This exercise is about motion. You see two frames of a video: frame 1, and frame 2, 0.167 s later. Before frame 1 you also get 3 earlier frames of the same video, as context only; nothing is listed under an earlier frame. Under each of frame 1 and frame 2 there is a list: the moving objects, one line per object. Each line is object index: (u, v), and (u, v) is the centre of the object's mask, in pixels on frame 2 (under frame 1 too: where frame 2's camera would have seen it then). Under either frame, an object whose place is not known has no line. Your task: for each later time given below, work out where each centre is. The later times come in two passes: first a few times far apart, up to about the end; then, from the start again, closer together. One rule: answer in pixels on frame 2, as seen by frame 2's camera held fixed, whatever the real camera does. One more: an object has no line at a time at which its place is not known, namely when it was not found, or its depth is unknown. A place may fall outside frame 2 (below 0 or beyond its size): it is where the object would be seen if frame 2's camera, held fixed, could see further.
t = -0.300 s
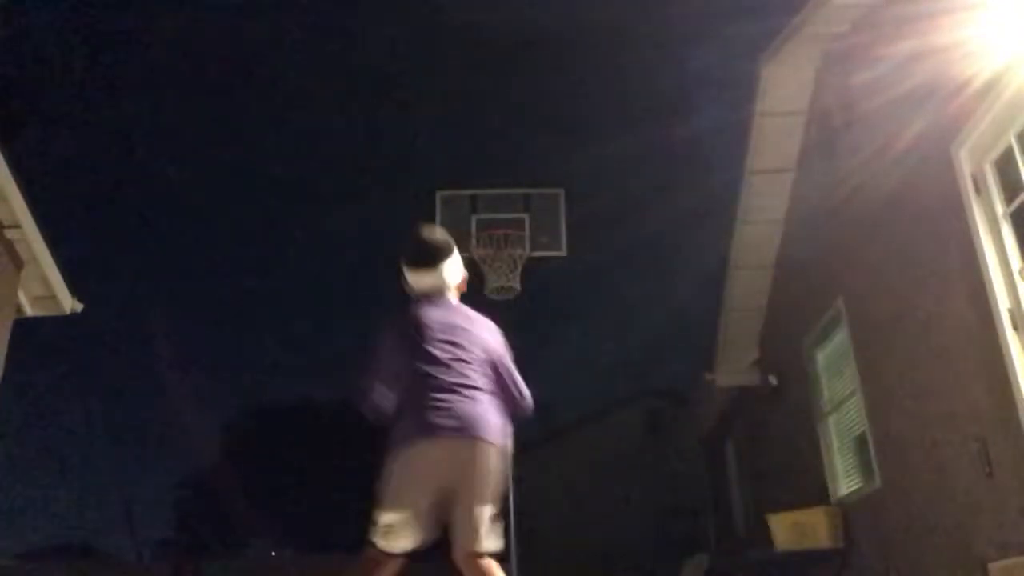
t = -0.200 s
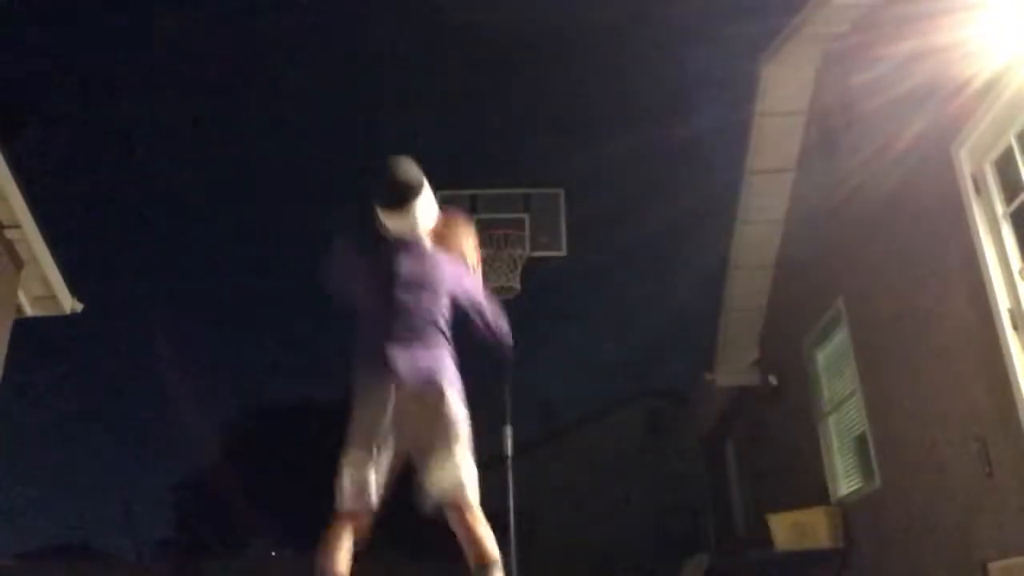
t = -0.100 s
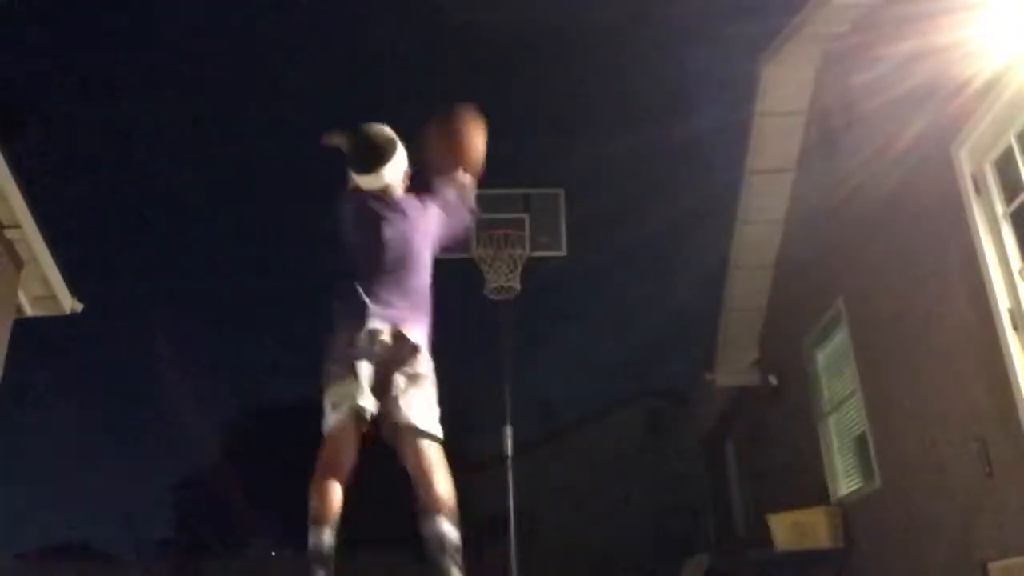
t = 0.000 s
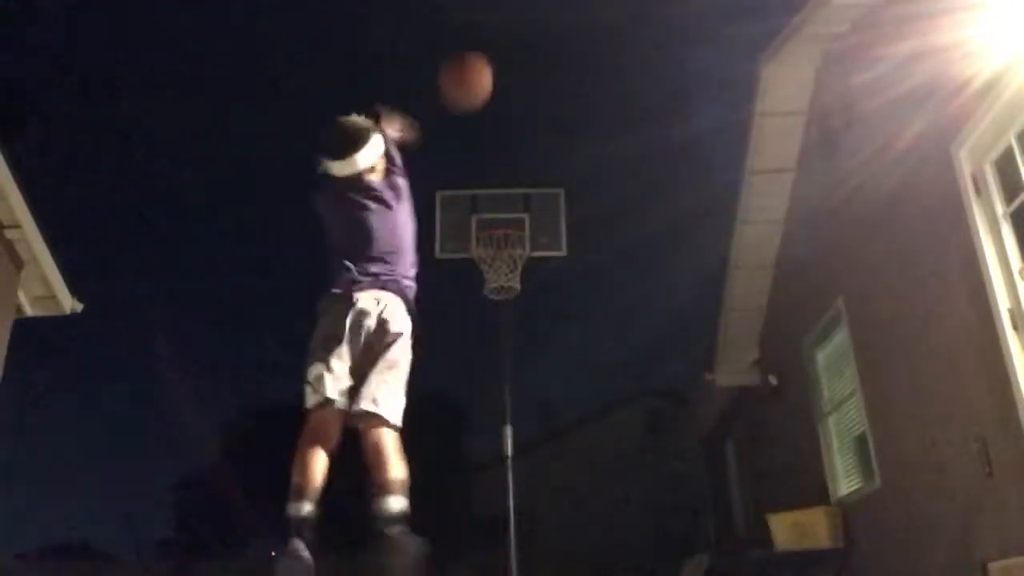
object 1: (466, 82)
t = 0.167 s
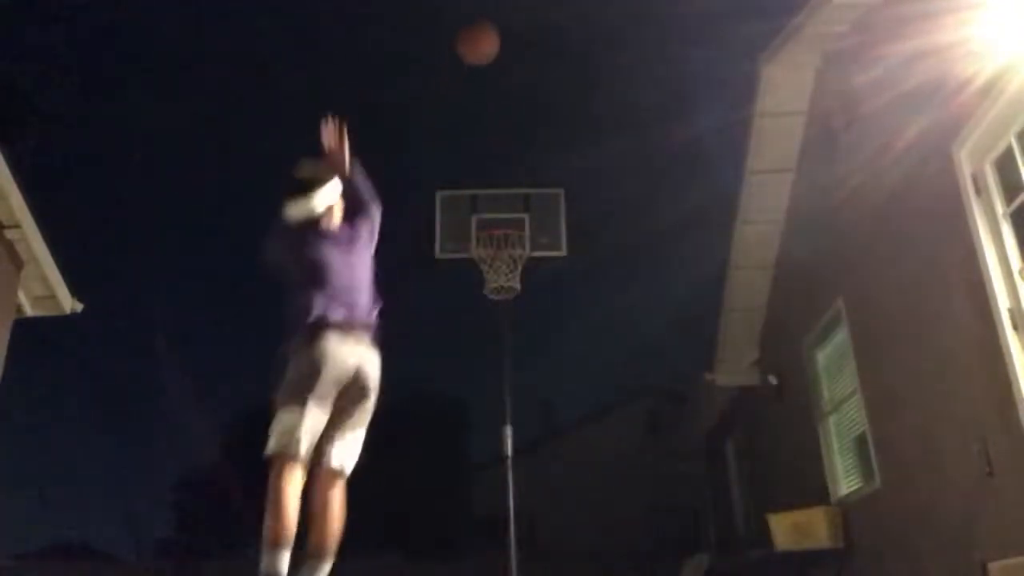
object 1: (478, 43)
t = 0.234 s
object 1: (482, 42)
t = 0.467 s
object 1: (493, 84)
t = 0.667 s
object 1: (499, 153)
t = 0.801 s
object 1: (505, 219)
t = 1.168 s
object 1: (499, 295)
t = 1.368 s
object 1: (489, 353)
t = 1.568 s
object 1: (479, 475)
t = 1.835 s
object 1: (461, 562)
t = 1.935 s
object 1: (455, 510)
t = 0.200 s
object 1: (480, 42)
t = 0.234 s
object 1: (482, 42)
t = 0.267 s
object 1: (483, 44)
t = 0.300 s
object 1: (484, 48)
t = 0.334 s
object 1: (487, 53)
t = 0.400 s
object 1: (490, 61)
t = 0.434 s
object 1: (491, 72)
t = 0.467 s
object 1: (493, 84)
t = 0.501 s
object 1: (494, 94)
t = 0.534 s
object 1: (495, 105)
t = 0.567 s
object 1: (496, 115)
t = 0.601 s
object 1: (497, 127)
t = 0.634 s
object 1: (498, 139)
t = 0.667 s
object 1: (499, 153)
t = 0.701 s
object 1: (502, 169)
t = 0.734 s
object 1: (503, 182)
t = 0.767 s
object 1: (503, 197)
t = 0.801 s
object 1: (505, 219)
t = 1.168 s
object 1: (499, 295)
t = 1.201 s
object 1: (497, 296)
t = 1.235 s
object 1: (496, 302)
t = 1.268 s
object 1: (493, 312)
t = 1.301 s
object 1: (491, 325)
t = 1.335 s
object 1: (489, 338)
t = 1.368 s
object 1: (489, 353)
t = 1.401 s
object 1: (486, 369)
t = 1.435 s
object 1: (485, 387)
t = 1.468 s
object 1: (482, 406)
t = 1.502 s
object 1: (481, 426)
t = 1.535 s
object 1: (481, 449)
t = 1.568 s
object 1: (479, 475)
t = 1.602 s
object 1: (477, 502)
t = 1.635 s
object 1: (474, 533)
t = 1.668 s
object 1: (472, 556)
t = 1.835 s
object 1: (461, 562)
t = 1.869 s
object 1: (459, 550)
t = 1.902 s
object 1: (456, 529)
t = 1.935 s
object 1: (455, 510)
